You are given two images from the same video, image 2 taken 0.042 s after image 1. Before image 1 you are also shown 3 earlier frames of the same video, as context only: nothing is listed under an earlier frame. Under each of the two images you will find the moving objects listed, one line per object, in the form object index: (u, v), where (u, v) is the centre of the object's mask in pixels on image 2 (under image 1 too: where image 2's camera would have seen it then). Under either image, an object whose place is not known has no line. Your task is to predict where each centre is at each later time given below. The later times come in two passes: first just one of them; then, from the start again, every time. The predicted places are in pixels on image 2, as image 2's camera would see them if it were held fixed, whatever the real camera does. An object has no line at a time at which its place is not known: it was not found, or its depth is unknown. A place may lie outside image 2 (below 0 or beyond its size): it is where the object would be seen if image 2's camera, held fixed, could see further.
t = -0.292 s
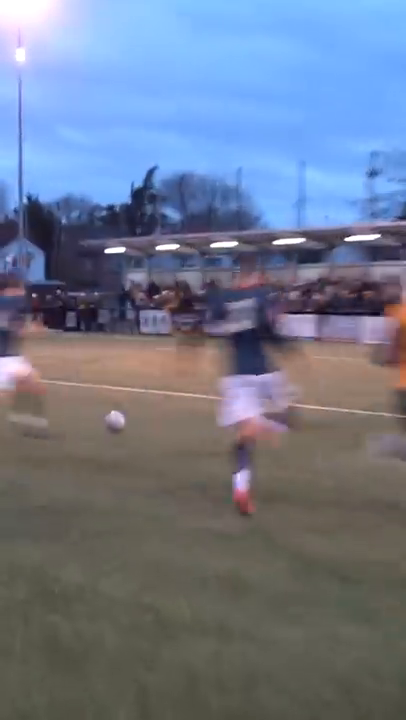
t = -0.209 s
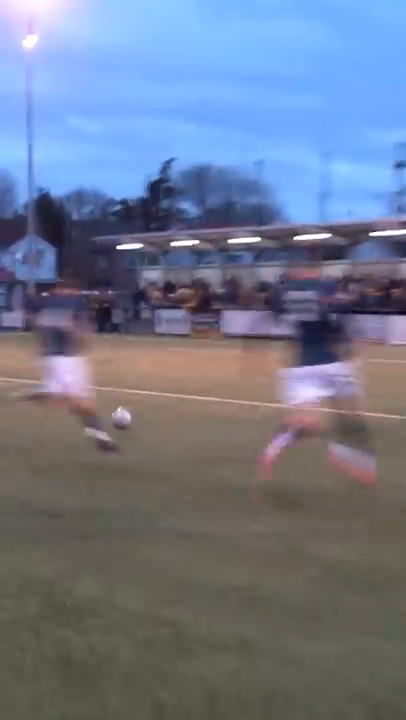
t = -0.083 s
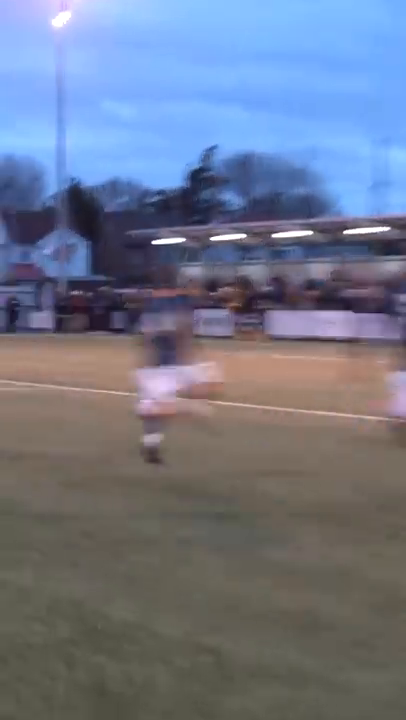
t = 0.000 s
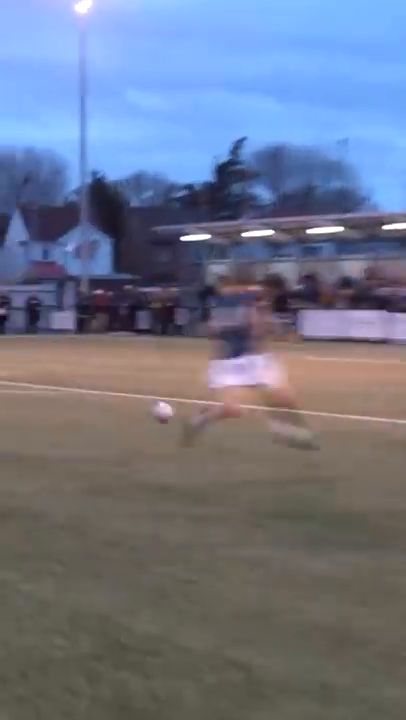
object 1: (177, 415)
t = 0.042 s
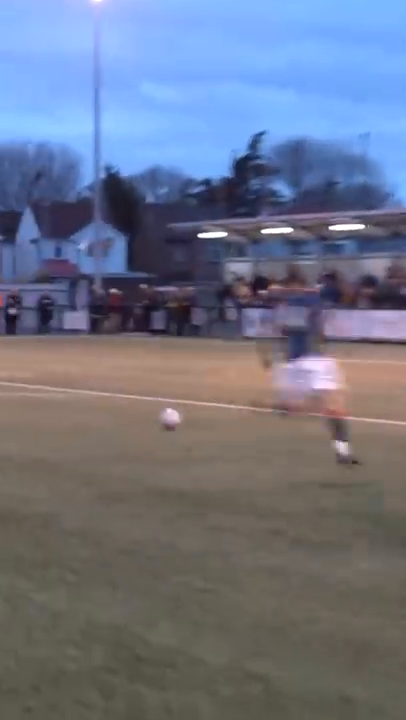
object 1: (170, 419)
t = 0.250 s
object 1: (157, 411)
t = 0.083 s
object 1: (167, 414)
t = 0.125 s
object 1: (165, 411)
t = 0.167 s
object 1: (162, 411)
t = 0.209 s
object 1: (159, 408)
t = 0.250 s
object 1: (157, 411)
